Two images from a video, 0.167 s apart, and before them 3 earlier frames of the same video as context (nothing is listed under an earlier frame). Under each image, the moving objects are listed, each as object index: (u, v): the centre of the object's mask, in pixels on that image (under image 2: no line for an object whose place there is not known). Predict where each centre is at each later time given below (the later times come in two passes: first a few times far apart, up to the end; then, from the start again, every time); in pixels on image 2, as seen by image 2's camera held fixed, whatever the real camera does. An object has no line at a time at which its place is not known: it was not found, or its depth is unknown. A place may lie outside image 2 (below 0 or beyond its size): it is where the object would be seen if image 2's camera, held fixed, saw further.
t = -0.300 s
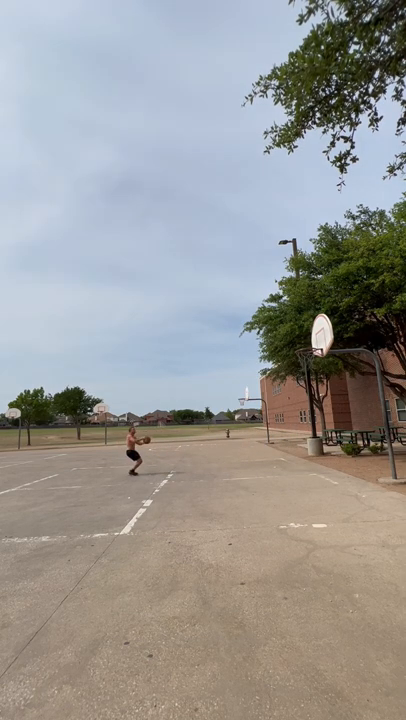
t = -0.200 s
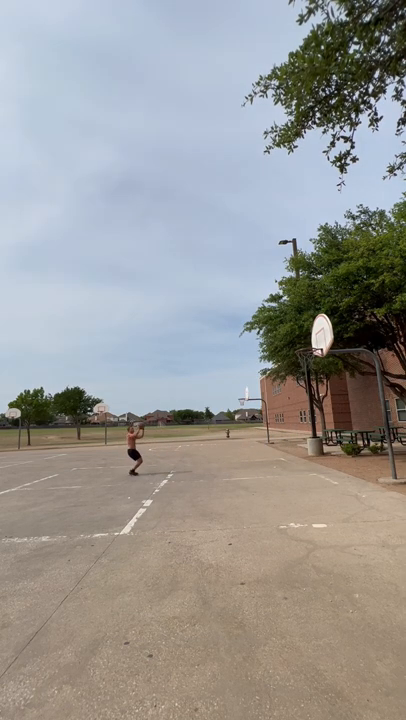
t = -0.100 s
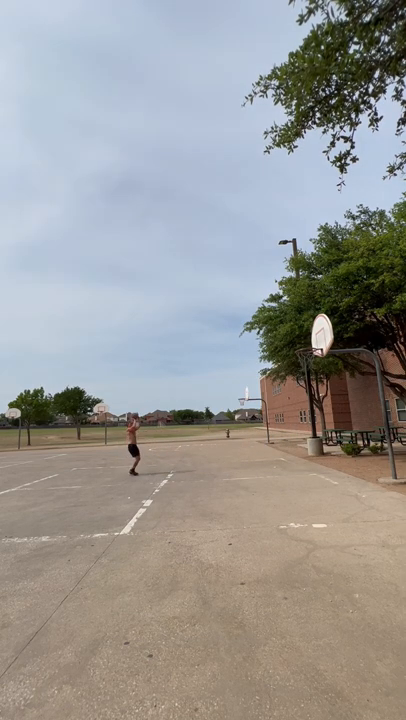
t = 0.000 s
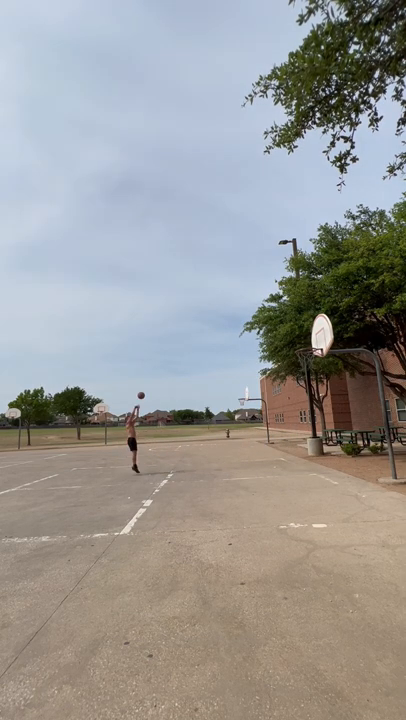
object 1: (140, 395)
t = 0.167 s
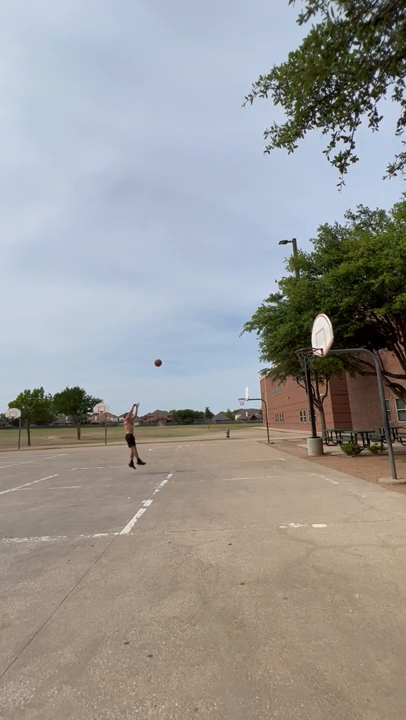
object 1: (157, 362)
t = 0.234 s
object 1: (164, 351)
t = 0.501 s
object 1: (194, 318)
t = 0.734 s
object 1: (224, 305)
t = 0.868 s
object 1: (243, 306)
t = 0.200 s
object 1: (161, 356)
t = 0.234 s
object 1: (164, 351)
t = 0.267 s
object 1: (168, 346)
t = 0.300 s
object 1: (172, 341)
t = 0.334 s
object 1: (175, 336)
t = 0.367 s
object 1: (179, 332)
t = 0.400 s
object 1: (183, 328)
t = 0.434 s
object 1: (186, 324)
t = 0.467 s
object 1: (190, 321)
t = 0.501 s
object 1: (194, 318)
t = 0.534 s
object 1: (198, 315)
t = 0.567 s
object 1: (202, 313)
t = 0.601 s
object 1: (206, 311)
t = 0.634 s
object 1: (211, 309)
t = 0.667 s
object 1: (215, 307)
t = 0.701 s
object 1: (219, 306)
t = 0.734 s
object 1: (224, 305)
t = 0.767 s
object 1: (228, 305)
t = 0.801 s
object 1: (233, 305)
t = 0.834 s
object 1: (238, 305)
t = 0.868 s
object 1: (243, 306)
